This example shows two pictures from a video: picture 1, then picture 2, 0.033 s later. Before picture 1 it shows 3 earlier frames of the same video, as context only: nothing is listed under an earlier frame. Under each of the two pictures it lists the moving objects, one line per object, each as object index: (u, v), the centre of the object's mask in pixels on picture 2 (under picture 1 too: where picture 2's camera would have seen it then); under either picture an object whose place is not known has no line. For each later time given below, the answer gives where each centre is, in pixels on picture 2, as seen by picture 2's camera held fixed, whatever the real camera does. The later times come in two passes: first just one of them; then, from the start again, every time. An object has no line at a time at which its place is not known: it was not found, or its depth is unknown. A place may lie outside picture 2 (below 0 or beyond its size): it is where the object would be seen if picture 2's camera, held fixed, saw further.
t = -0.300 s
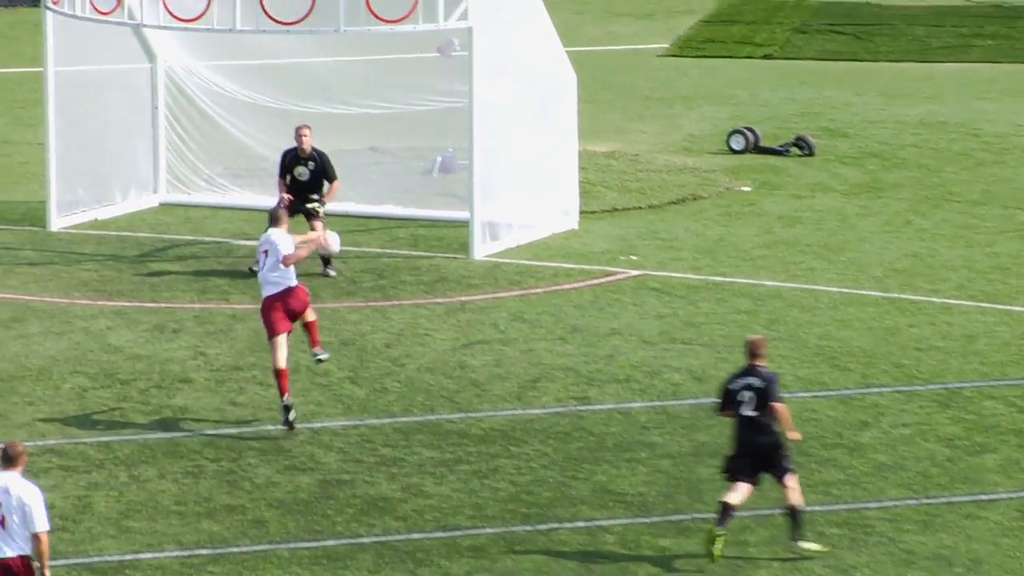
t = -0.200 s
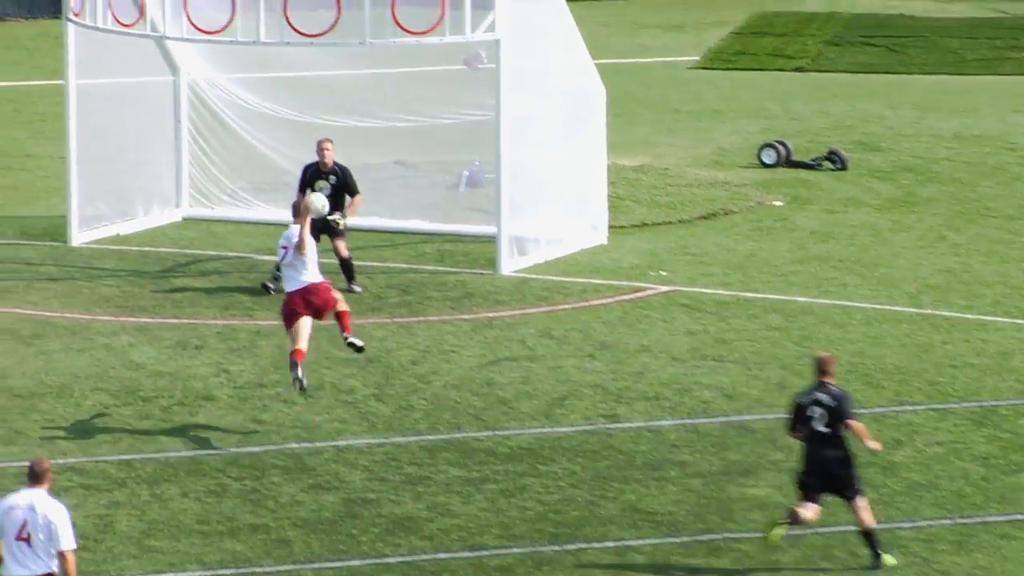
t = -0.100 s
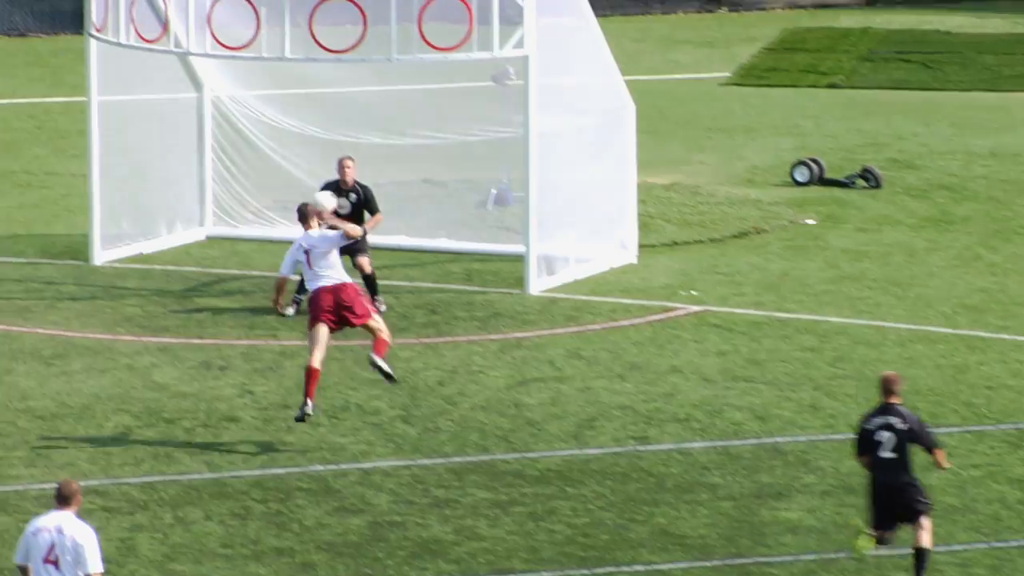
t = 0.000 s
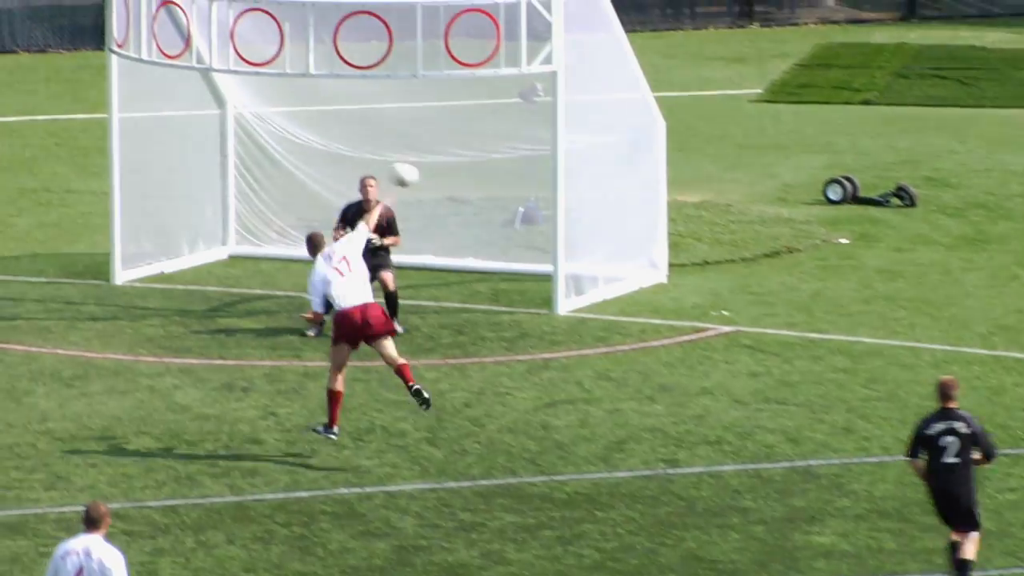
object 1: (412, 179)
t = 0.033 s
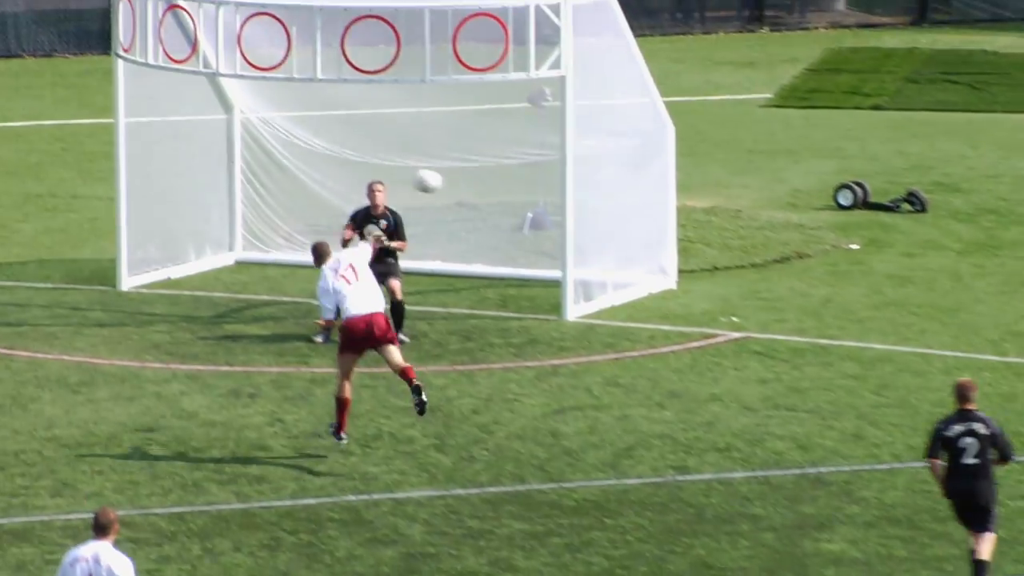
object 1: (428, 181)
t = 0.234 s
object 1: (517, 192)
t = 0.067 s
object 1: (443, 182)
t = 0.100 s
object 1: (459, 183)
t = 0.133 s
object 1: (474, 185)
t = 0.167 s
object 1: (488, 187)
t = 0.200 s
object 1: (503, 188)
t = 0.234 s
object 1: (517, 192)
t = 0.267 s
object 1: (529, 194)
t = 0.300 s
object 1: (542, 197)
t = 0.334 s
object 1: (554, 201)
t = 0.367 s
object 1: (560, 203)
